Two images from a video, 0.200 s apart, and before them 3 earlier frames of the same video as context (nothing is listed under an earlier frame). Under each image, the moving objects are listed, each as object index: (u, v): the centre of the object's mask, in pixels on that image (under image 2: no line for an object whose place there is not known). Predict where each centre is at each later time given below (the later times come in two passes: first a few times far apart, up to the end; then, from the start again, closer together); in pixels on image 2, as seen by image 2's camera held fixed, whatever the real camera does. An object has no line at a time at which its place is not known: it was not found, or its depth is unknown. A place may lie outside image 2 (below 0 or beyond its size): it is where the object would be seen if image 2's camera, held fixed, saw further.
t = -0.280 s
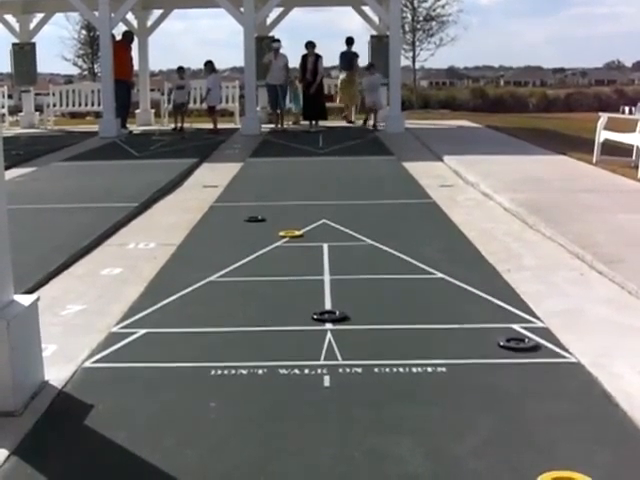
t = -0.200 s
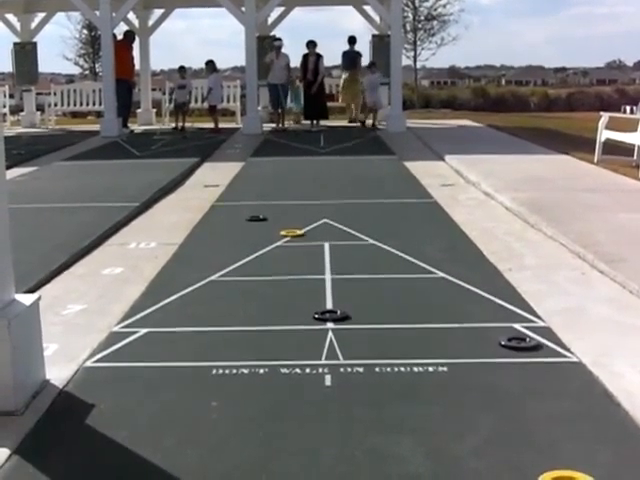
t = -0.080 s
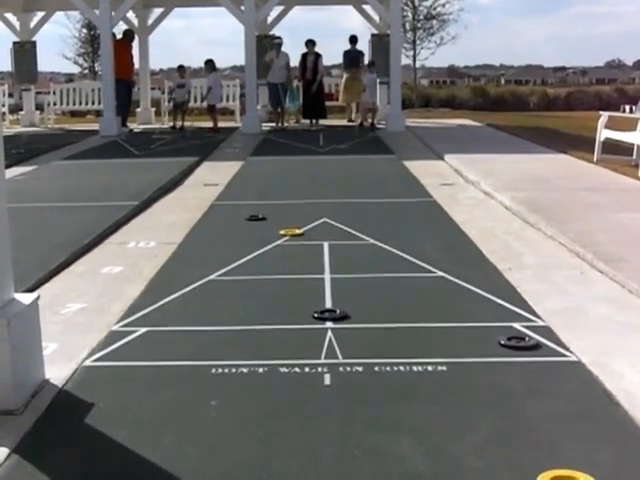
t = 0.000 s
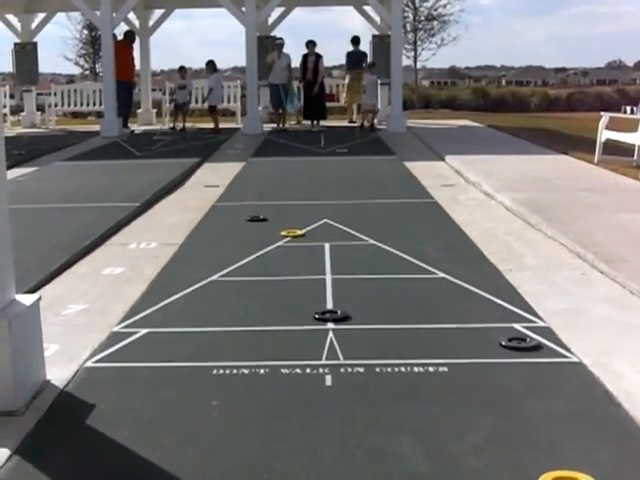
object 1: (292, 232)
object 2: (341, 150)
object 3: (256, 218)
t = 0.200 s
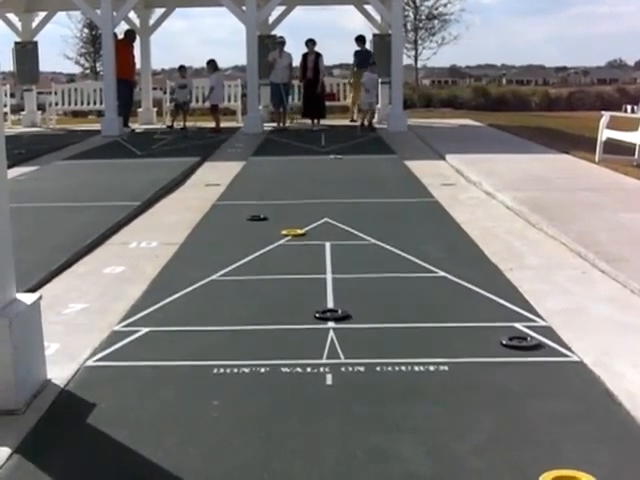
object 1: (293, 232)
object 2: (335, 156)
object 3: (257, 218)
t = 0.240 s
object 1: (293, 231)
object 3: (257, 217)
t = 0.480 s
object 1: (293, 231)
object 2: (324, 167)
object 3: (257, 218)
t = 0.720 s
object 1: (293, 231)
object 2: (313, 178)
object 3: (257, 217)
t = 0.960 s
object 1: (293, 232)
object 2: (300, 192)
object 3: (257, 218)
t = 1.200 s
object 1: (293, 232)
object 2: (285, 207)
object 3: (257, 218)
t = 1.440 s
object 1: (293, 232)
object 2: (290, 223)
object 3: (235, 219)
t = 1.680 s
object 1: (282, 241)
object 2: (325, 229)
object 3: (201, 222)
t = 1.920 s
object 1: (267, 255)
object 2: (356, 231)
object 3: (177, 230)
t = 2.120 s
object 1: (252, 267)
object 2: (376, 232)
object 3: (173, 232)
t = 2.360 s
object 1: (238, 280)
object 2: (391, 234)
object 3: (172, 232)
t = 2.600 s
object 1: (223, 291)
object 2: (396, 234)
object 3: (172, 232)
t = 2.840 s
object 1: (212, 300)
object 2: (397, 234)
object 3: (172, 232)
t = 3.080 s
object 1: (205, 306)
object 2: (397, 234)
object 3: (172, 232)
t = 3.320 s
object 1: (203, 308)
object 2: (397, 234)
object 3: (172, 232)
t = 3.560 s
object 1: (202, 308)
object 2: (397, 234)
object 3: (172, 232)
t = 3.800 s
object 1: (203, 308)
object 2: (397, 234)
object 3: (173, 232)
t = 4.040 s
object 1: (203, 308)
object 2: (397, 234)
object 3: (172, 232)
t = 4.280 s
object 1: (202, 308)
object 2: (397, 234)
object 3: (172, 233)
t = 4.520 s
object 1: (203, 308)
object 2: (397, 234)
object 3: (173, 232)
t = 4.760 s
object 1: (202, 308)
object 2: (397, 234)
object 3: (173, 232)
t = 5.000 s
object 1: (203, 308)
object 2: (397, 234)
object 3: (173, 232)
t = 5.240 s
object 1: (203, 308)
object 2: (397, 234)
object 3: (172, 232)
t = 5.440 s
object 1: (203, 308)
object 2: (398, 234)
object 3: (172, 232)
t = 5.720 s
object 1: (202, 308)
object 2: (397, 234)
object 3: (173, 232)
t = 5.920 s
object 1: (203, 308)
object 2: (397, 234)
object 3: (173, 233)
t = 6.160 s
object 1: (203, 308)
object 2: (397, 234)
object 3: (173, 233)
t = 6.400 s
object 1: (203, 308)
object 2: (397, 234)
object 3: (172, 232)
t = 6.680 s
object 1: (202, 309)
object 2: (397, 235)
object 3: (173, 232)
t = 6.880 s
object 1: (202, 309)
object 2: (397, 235)
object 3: (172, 233)
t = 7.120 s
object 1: (202, 309)
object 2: (397, 234)
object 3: (172, 232)
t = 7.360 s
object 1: (202, 308)
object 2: (397, 234)
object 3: (173, 233)
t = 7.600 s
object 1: (203, 308)
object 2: (397, 234)
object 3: (172, 232)
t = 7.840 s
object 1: (203, 308)
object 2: (397, 234)
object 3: (172, 233)
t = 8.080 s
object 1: (202, 308)
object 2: (397, 234)
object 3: (172, 232)
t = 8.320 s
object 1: (202, 308)
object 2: (397, 234)
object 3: (172, 232)
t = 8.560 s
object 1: (202, 308)
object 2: (398, 234)
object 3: (172, 232)
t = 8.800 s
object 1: (203, 308)
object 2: (397, 234)
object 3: (173, 232)
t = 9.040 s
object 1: (203, 308)
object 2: (397, 234)
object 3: (173, 232)
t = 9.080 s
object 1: (203, 308)
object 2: (397, 234)
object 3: (173, 232)
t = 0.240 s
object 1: (293, 231)
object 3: (257, 217)
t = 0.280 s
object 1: (293, 231)
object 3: (257, 217)
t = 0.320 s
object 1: (293, 232)
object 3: (257, 218)
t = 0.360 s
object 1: (293, 231)
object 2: (329, 163)
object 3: (257, 217)
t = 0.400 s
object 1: (293, 232)
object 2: (327, 164)
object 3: (257, 218)
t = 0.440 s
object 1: (293, 232)
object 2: (326, 165)
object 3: (257, 218)
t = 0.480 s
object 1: (293, 231)
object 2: (324, 167)
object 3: (257, 218)
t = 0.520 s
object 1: (293, 231)
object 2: (323, 169)
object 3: (257, 218)
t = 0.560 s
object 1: (293, 231)
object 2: (321, 170)
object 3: (257, 218)
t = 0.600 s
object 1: (293, 231)
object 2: (319, 172)
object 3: (257, 217)
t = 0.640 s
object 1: (293, 231)
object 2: (317, 174)
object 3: (257, 218)
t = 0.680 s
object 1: (293, 231)
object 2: (315, 176)
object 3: (257, 218)
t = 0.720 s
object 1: (293, 231)
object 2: (313, 178)
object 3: (257, 217)
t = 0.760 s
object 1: (293, 232)
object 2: (311, 180)
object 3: (257, 218)
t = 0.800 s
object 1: (293, 232)
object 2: (309, 182)
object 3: (257, 218)
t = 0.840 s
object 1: (293, 232)
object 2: (308, 185)
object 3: (257, 218)
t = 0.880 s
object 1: (293, 232)
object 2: (305, 187)
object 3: (257, 217)
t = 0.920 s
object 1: (293, 232)
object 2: (303, 189)
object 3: (257, 218)
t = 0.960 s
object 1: (293, 232)
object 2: (300, 192)
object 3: (257, 218)
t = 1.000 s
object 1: (293, 232)
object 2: (299, 194)
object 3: (257, 218)
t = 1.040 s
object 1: (292, 232)
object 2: (296, 196)
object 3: (257, 217)
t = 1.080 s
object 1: (293, 232)
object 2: (294, 199)
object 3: (257, 217)
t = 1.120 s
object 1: (293, 232)
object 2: (293, 202)
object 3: (257, 218)
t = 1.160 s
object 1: (292, 232)
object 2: (288, 204)
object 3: (257, 217)
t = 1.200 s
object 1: (293, 232)
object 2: (285, 207)
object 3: (257, 218)
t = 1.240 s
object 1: (293, 232)
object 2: (282, 209)
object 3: (257, 217)
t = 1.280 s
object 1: (293, 232)
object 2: (280, 212)
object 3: (257, 217)
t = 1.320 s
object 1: (293, 232)
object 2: (278, 215)
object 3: (256, 217)
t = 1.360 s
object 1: (293, 232)
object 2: (282, 218)
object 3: (249, 218)
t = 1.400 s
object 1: (293, 232)
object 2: (286, 219)
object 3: (241, 219)
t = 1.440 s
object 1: (293, 232)
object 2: (290, 223)
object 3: (235, 219)
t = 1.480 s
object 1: (293, 232)
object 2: (294, 224)
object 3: (229, 220)
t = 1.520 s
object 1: (293, 232)
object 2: (300, 227)
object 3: (222, 221)
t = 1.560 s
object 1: (290, 234)
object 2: (305, 228)
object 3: (217, 221)
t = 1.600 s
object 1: (287, 236)
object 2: (312, 228)
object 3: (211, 222)
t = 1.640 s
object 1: (285, 239)
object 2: (318, 229)
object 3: (206, 222)
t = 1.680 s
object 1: (282, 241)
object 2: (325, 229)
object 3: (201, 222)
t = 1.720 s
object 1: (280, 243)
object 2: (330, 229)
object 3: (196, 222)
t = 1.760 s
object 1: (277, 246)
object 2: (337, 230)
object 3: (192, 223)
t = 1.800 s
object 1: (274, 248)
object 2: (341, 230)
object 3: (188, 225)
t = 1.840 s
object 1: (271, 250)
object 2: (347, 230)
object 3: (182, 230)
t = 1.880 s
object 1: (269, 253)
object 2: (352, 231)
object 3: (179, 231)
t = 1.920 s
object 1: (267, 255)
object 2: (356, 231)
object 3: (177, 230)
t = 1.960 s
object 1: (264, 257)
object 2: (360, 231)
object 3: (176, 231)
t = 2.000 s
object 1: (262, 260)
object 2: (365, 231)
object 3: (174, 232)
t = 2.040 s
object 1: (258, 262)
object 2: (370, 232)
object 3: (173, 231)
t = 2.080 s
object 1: (255, 264)
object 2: (373, 232)
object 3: (173, 232)
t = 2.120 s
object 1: (252, 267)
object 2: (376, 232)
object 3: (173, 232)
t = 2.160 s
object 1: (249, 269)
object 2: (380, 233)
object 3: (173, 232)
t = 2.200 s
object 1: (247, 271)
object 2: (382, 233)
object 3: (172, 232)
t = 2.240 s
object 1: (244, 273)
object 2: (385, 233)
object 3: (172, 232)
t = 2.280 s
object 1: (241, 276)
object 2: (387, 233)
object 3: (172, 232)
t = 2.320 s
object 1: (239, 278)
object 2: (389, 233)
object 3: (172, 232)
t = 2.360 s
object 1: (238, 280)
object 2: (391, 234)
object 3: (172, 232)
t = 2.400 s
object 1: (234, 282)
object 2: (393, 234)
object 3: (172, 232)
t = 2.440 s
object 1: (232, 284)
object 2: (394, 234)
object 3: (172, 232)
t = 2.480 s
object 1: (229, 286)
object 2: (395, 234)
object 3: (172, 232)
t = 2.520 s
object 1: (227, 287)
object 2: (396, 234)
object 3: (172, 232)
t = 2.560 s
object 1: (225, 289)
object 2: (396, 234)
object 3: (172, 232)
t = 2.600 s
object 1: (223, 291)
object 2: (396, 234)
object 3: (172, 232)
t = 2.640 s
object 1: (221, 293)
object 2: (397, 234)
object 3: (172, 232)
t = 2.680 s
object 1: (219, 294)
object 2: (397, 234)
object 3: (172, 232)
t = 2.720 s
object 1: (217, 296)
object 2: (397, 234)
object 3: (172, 232)
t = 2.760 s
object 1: (215, 297)
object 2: (397, 234)
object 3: (173, 232)
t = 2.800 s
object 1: (213, 299)
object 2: (397, 234)
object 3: (172, 232)
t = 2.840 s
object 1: (212, 300)
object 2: (397, 234)
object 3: (172, 232)
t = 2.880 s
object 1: (211, 301)
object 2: (397, 234)
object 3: (172, 232)
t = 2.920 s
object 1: (209, 303)
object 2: (397, 234)
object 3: (172, 232)
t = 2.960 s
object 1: (208, 304)
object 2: (397, 234)
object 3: (172, 232)
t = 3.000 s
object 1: (207, 305)
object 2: (397, 234)
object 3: (172, 232)
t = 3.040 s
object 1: (206, 306)
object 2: (397, 234)
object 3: (172, 232)
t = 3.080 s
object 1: (205, 306)
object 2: (397, 234)
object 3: (172, 232)
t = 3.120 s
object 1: (204, 307)
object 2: (397, 234)
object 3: (172, 232)
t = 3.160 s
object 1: (204, 308)
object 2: (397, 234)
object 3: (172, 232)
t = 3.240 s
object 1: (203, 308)
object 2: (397, 234)
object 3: (172, 232)
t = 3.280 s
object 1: (203, 308)
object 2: (397, 234)
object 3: (172, 232)
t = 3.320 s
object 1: (203, 308)
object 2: (397, 234)
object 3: (172, 232)
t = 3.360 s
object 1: (203, 309)
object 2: (397, 234)
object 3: (172, 232)
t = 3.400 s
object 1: (202, 309)
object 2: (397, 234)
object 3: (172, 233)
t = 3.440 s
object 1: (203, 308)
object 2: (397, 234)
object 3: (173, 232)
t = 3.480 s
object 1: (203, 308)
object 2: (397, 234)
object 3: (172, 232)
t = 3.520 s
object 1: (202, 308)
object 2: (397, 234)
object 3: (173, 232)
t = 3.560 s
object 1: (202, 308)
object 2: (397, 234)
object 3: (172, 232)
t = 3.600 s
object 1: (203, 308)
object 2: (397, 234)
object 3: (172, 232)
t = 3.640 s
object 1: (203, 308)
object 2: (397, 234)
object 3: (172, 232)
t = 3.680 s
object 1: (203, 308)
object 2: (397, 234)
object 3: (173, 232)
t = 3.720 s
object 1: (203, 308)
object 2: (397, 234)
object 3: (173, 232)
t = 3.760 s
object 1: (203, 308)
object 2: (397, 234)
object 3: (173, 232)
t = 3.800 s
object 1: (203, 308)
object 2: (397, 234)
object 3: (173, 232)
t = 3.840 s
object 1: (203, 308)
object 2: (397, 234)
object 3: (172, 232)
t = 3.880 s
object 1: (203, 308)
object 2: (397, 234)
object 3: (172, 232)
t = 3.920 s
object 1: (202, 308)
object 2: (397, 234)
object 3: (172, 232)
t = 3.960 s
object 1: (203, 308)
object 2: (397, 234)
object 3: (172, 232)
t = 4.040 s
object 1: (203, 308)
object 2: (397, 234)
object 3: (172, 232)
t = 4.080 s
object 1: (203, 308)
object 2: (397, 234)
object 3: (172, 232)
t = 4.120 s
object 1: (203, 308)
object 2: (397, 234)
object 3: (172, 232)
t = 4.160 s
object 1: (202, 308)
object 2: (397, 234)
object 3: (172, 232)
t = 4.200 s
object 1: (203, 308)
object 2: (397, 234)
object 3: (172, 232)
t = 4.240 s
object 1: (202, 308)
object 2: (397, 234)
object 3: (172, 232)
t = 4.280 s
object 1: (202, 308)
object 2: (397, 234)
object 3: (172, 233)
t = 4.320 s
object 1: (202, 308)
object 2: (397, 234)
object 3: (173, 232)
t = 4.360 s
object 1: (202, 308)
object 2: (397, 234)
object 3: (172, 232)
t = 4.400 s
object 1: (202, 308)
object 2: (397, 234)
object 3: (172, 232)
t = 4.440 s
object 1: (202, 308)
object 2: (397, 234)
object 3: (172, 232)
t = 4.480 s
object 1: (202, 308)
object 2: (397, 234)
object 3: (172, 232)
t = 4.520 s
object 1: (203, 308)
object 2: (397, 234)
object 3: (173, 232)
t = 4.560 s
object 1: (202, 308)
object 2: (398, 234)
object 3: (173, 232)
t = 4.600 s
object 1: (203, 308)
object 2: (397, 234)
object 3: (173, 232)
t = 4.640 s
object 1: (202, 308)
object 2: (397, 234)
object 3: (172, 232)
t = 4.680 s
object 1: (202, 308)
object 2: (397, 234)
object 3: (172, 232)
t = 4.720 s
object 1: (203, 308)
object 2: (397, 234)
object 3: (173, 233)
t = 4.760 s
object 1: (202, 308)
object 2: (397, 234)
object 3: (173, 232)
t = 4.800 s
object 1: (202, 308)
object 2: (397, 234)
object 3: (173, 232)
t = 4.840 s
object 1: (202, 308)
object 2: (397, 234)
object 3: (172, 232)
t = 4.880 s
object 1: (202, 308)
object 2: (397, 234)
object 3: (172, 232)
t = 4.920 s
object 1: (202, 308)
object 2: (397, 234)
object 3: (173, 232)
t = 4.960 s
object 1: (203, 308)
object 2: (398, 234)
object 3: (172, 232)
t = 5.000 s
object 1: (203, 308)
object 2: (397, 234)
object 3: (173, 232)
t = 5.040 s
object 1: (202, 308)
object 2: (397, 234)
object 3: (173, 232)
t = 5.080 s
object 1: (203, 308)
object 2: (397, 234)
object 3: (172, 232)
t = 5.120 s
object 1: (203, 308)
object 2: (397, 234)
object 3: (172, 232)
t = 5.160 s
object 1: (203, 308)
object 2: (397, 234)
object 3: (173, 232)
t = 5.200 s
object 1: (203, 308)
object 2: (397, 234)
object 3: (172, 232)
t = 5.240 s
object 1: (203, 308)
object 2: (397, 234)
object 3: (172, 232)
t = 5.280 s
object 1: (203, 308)
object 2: (397, 234)
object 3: (172, 232)
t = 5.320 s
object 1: (203, 308)
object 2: (397, 234)
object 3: (172, 232)
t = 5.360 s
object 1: (203, 308)
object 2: (397, 234)
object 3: (173, 232)
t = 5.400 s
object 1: (203, 308)
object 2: (397, 234)
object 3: (172, 232)
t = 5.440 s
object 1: (203, 308)
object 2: (398, 234)
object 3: (172, 232)
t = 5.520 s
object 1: (202, 308)
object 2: (397, 234)
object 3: (173, 232)
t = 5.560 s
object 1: (203, 308)
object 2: (397, 234)
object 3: (172, 232)
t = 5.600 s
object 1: (202, 308)
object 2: (397, 234)
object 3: (173, 232)
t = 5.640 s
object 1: (203, 308)
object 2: (397, 234)
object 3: (173, 233)
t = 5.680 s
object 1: (203, 308)
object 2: (397, 234)
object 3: (172, 233)
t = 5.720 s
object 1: (202, 308)
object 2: (397, 234)
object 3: (173, 232)
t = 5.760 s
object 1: (202, 308)
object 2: (397, 234)
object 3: (172, 232)
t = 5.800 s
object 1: (203, 308)
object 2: (397, 234)
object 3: (172, 232)
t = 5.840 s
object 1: (202, 308)
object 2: (397, 234)
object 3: (173, 232)
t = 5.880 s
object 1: (203, 308)
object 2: (397, 234)
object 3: (173, 232)
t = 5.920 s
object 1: (203, 308)
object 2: (397, 234)
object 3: (173, 233)
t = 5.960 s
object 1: (203, 308)
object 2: (397, 234)
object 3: (173, 233)
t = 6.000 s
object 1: (202, 308)
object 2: (397, 234)
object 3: (172, 232)
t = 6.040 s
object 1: (202, 308)
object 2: (397, 234)
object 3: (173, 233)
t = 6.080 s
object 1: (203, 308)
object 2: (397, 234)
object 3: (172, 232)
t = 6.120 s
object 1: (203, 308)
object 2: (397, 234)
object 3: (173, 233)
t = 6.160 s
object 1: (203, 308)
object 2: (397, 234)
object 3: (173, 233)
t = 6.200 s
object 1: (203, 308)
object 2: (397, 234)
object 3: (173, 233)
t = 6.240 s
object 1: (203, 308)
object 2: (398, 234)
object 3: (172, 233)
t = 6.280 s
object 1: (203, 308)
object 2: (397, 235)
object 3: (173, 232)
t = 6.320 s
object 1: (202, 308)
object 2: (398, 235)
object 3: (173, 232)
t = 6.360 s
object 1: (203, 308)
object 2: (397, 234)
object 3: (172, 232)
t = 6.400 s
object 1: (203, 308)
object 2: (397, 234)
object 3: (172, 232)
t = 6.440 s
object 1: (203, 308)
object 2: (397, 235)
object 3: (172, 232)
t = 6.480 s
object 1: (202, 308)
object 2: (397, 234)
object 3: (172, 232)
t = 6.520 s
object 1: (202, 308)
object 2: (397, 235)
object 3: (172, 232)
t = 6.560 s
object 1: (203, 309)
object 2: (397, 234)
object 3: (173, 232)
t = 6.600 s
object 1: (203, 309)
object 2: (397, 235)
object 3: (173, 233)
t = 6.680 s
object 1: (202, 309)
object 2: (397, 235)
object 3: (173, 232)
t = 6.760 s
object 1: (202, 308)
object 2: (397, 235)
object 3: (172, 233)
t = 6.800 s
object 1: (202, 309)
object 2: (398, 235)
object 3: (172, 233)
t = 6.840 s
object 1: (203, 309)
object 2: (397, 234)
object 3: (173, 233)
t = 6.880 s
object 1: (202, 309)
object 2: (397, 235)
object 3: (172, 233)
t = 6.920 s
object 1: (202, 309)
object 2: (397, 234)
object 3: (172, 233)
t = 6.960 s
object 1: (202, 308)
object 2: (397, 234)
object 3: (173, 232)
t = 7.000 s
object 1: (202, 308)
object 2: (397, 234)
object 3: (173, 233)
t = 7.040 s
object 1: (203, 308)
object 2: (398, 234)
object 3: (172, 233)
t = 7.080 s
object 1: (202, 309)
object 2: (397, 234)
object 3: (173, 233)
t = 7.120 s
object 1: (202, 309)
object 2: (397, 234)
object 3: (172, 232)
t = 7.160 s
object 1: (202, 308)
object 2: (397, 234)
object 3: (172, 233)
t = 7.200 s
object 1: (202, 308)
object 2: (397, 234)
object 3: (172, 233)
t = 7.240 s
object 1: (202, 308)
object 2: (397, 234)
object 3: (173, 233)
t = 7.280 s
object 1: (202, 308)
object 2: (397, 234)
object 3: (172, 233)
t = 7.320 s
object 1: (202, 308)
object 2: (397, 234)
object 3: (173, 233)
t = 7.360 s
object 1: (202, 308)
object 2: (397, 234)
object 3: (173, 233)
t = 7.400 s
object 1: (202, 308)
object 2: (397, 234)
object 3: (173, 232)
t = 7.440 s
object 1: (202, 308)
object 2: (397, 234)
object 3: (172, 232)
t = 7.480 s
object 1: (202, 308)
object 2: (397, 234)
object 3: (172, 232)
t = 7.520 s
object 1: (202, 308)
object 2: (397, 234)
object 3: (172, 233)
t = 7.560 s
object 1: (202, 308)
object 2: (397, 234)
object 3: (172, 232)
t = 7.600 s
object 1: (203, 308)
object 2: (397, 234)
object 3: (172, 232)
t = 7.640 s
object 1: (203, 308)
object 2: (397, 234)
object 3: (172, 232)
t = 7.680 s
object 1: (203, 308)
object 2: (397, 234)
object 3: (173, 232)
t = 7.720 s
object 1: (203, 308)
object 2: (397, 234)
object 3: (172, 232)
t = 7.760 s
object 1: (203, 308)
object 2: (397, 234)
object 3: (172, 232)
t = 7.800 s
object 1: (203, 308)
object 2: (397, 234)
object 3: (172, 233)
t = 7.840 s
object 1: (203, 308)
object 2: (397, 234)
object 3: (172, 233)
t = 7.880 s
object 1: (203, 308)
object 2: (397, 234)
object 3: (172, 232)
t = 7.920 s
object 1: (203, 308)
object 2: (397, 234)
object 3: (173, 232)
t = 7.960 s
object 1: (202, 308)
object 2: (397, 234)
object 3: (173, 232)
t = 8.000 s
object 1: (202, 308)
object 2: (397, 234)
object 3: (172, 232)
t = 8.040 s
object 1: (203, 308)
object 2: (397, 234)
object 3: (173, 232)
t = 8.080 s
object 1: (202, 308)
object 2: (397, 234)
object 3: (172, 232)
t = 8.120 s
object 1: (202, 308)
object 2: (397, 234)
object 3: (172, 232)
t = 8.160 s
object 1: (202, 308)
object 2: (397, 234)
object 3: (172, 232)
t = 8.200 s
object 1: (202, 308)
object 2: (397, 234)
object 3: (172, 232)
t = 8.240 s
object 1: (202, 308)
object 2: (397, 234)
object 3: (172, 232)
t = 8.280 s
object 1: (202, 308)
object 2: (397, 234)
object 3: (172, 232)
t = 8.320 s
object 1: (202, 308)
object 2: (397, 234)
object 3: (172, 232)
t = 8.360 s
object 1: (203, 308)
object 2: (397, 234)
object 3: (172, 232)
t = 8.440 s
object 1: (202, 308)
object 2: (397, 234)
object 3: (172, 232)
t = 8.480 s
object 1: (202, 308)
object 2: (397, 234)
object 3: (172, 232)
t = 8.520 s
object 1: (202, 308)
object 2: (397, 234)
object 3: (173, 232)
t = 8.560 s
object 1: (202, 308)
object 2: (398, 234)
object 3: (172, 232)
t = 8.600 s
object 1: (202, 308)
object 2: (397, 234)
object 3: (172, 232)
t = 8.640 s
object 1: (203, 308)
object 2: (397, 234)
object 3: (173, 232)
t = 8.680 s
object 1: (202, 308)
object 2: (397, 234)
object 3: (173, 232)
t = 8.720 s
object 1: (203, 308)
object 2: (397, 234)
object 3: (173, 232)
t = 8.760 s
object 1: (203, 308)
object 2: (397, 234)
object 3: (172, 232)
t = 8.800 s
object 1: (203, 308)
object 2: (397, 234)
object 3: (173, 232)
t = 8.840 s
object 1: (203, 308)
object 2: (397, 234)
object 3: (172, 233)
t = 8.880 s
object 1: (202, 308)
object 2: (397, 234)
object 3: (172, 232)
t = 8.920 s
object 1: (203, 308)
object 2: (397, 234)
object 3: (173, 232)
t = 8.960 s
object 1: (202, 308)
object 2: (397, 234)
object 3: (173, 232)
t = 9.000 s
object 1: (202, 308)
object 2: (397, 234)
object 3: (173, 232)
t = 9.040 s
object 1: (203, 308)
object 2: (397, 234)
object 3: (173, 232)
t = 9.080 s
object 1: (203, 308)
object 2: (397, 234)
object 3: (173, 232)
